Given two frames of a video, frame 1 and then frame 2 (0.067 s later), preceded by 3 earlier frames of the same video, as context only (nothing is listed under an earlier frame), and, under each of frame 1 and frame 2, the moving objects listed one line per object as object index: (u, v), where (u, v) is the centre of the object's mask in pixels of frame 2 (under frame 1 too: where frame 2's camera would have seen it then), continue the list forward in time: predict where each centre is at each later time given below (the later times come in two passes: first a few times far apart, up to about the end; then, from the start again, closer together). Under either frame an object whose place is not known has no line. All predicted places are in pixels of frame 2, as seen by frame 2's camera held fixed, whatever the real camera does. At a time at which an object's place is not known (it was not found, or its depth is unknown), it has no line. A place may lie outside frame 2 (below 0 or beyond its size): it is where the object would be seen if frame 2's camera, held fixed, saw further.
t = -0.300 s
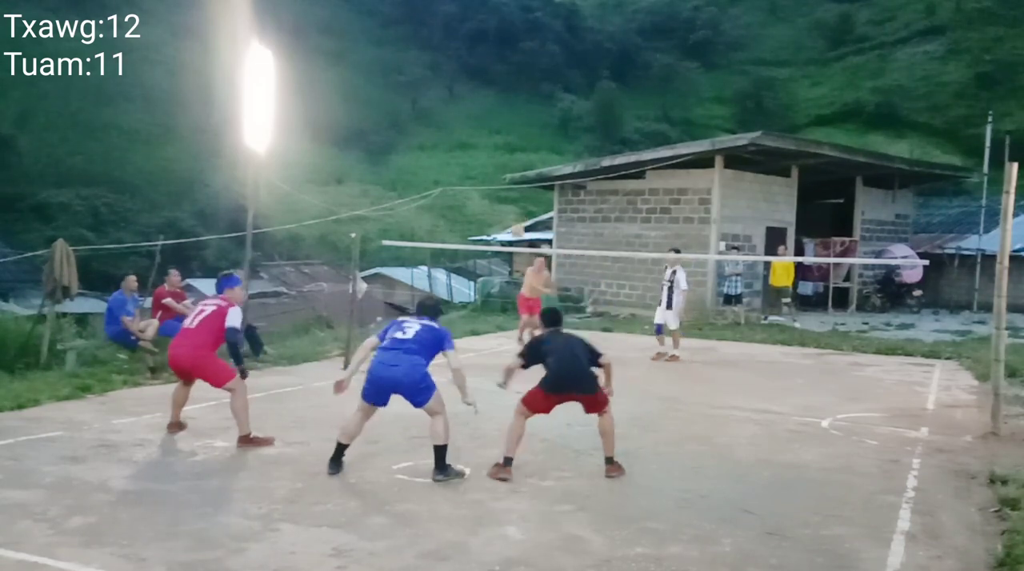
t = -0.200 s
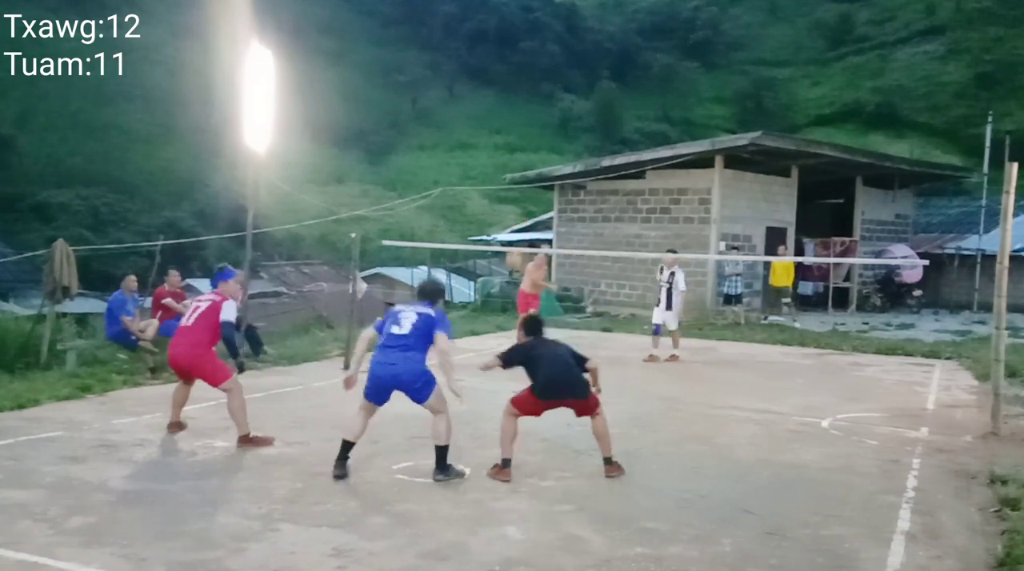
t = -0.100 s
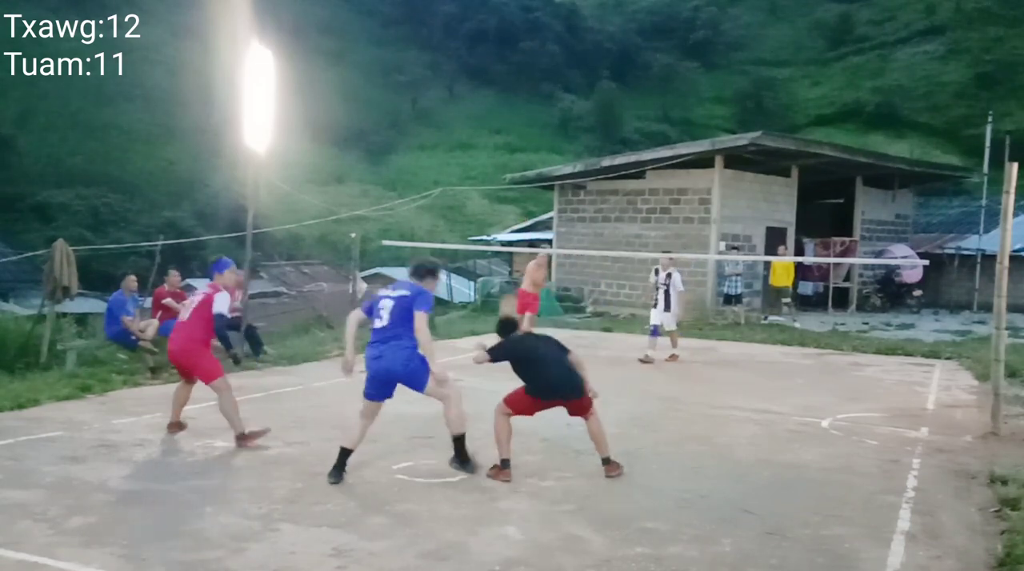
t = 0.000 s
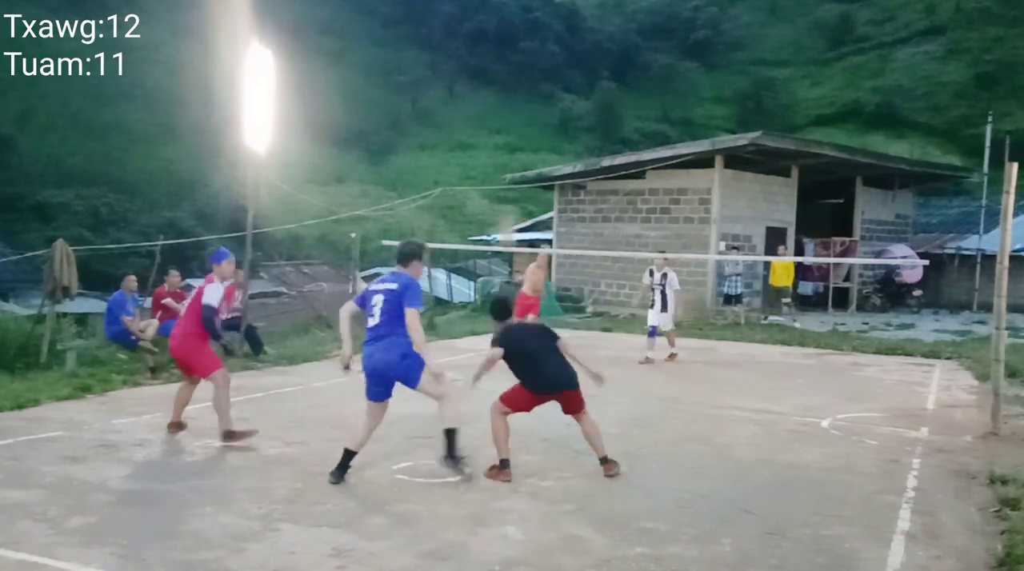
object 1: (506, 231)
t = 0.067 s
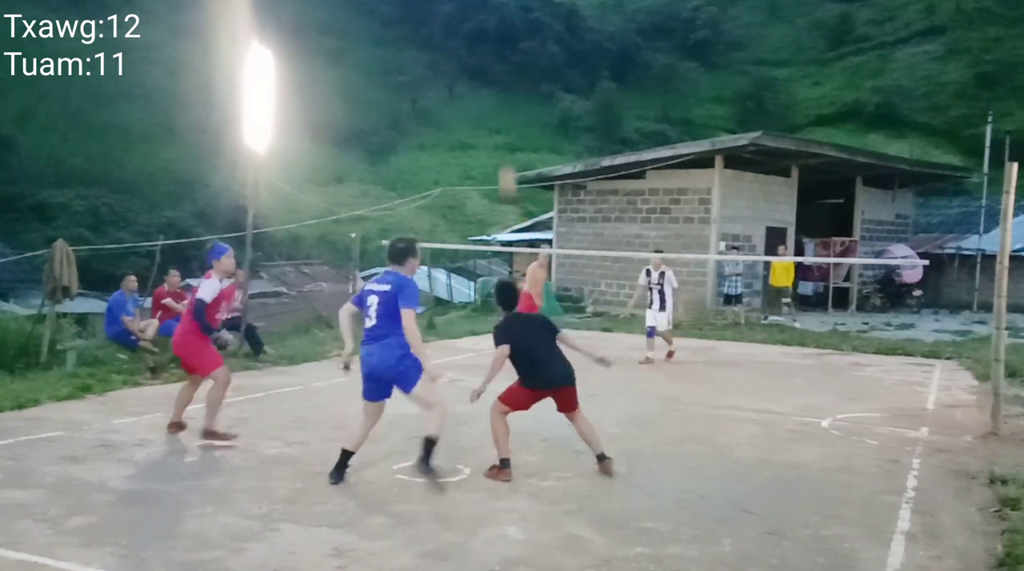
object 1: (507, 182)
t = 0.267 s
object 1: (506, 66)
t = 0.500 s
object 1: (504, 8)
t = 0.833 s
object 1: (499, 44)
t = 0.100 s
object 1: (507, 159)
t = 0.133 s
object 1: (507, 135)
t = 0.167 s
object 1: (507, 115)
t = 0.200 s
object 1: (507, 97)
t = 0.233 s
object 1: (506, 80)
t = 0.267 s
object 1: (506, 66)
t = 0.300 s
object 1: (506, 53)
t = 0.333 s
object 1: (506, 41)
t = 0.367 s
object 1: (506, 31)
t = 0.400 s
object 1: (505, 23)
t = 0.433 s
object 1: (505, 17)
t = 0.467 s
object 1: (505, 11)
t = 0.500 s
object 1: (504, 8)
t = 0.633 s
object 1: (503, 7)
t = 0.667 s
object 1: (502, 10)
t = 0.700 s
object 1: (501, 14)
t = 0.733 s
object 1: (501, 20)
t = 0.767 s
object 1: (500, 26)
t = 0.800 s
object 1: (500, 35)
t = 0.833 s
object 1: (499, 44)
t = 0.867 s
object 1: (499, 54)
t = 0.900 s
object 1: (497, 65)
